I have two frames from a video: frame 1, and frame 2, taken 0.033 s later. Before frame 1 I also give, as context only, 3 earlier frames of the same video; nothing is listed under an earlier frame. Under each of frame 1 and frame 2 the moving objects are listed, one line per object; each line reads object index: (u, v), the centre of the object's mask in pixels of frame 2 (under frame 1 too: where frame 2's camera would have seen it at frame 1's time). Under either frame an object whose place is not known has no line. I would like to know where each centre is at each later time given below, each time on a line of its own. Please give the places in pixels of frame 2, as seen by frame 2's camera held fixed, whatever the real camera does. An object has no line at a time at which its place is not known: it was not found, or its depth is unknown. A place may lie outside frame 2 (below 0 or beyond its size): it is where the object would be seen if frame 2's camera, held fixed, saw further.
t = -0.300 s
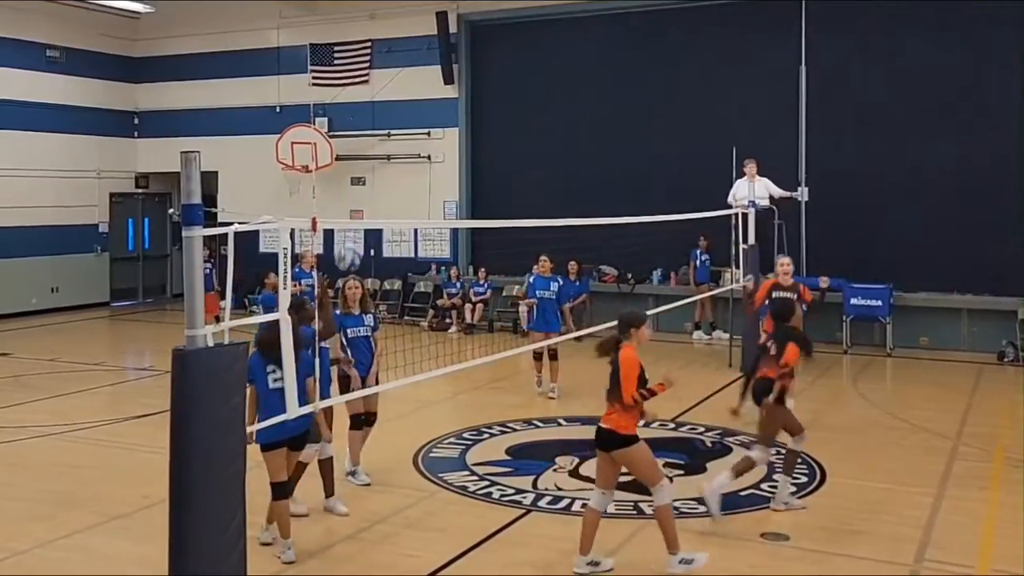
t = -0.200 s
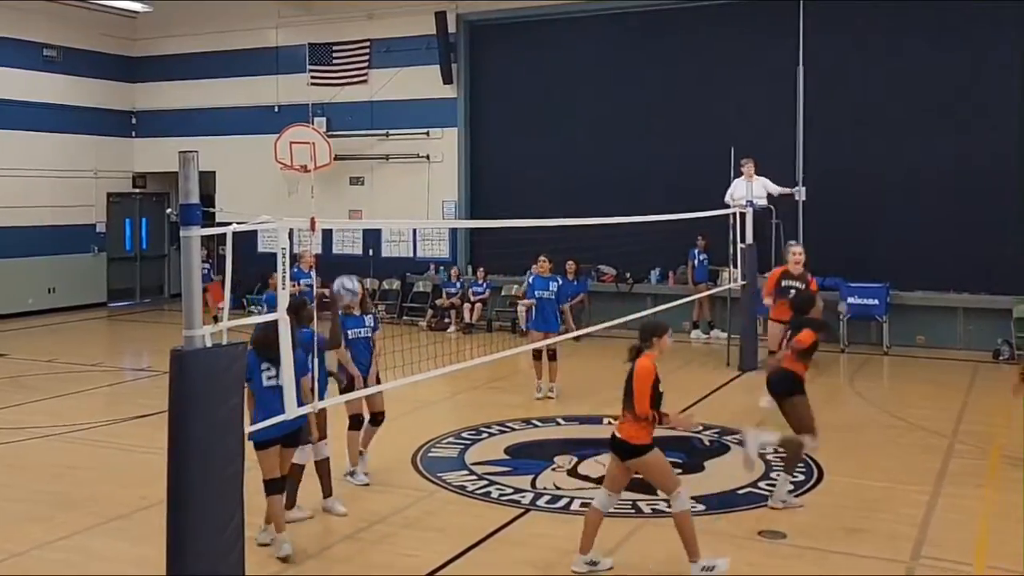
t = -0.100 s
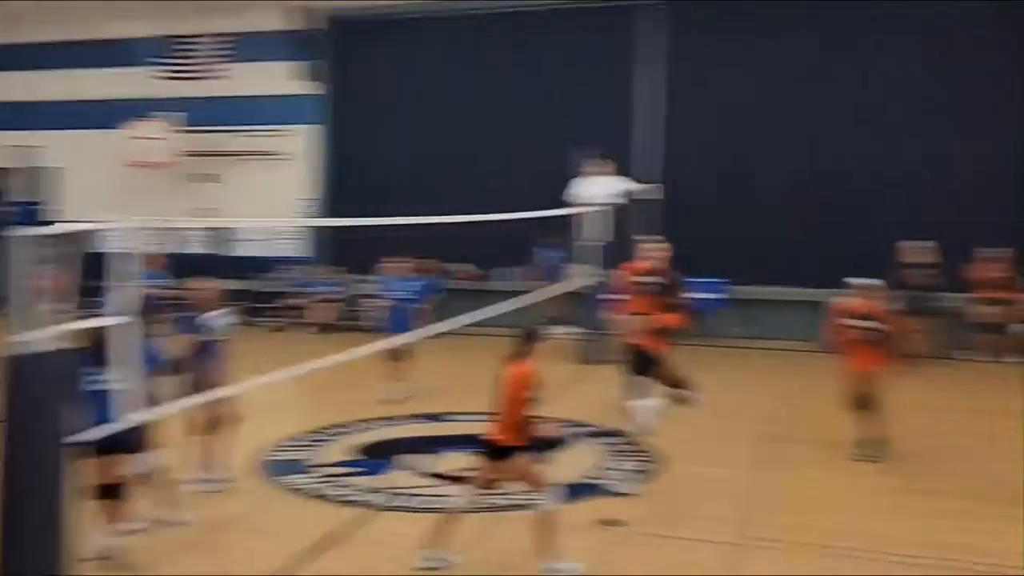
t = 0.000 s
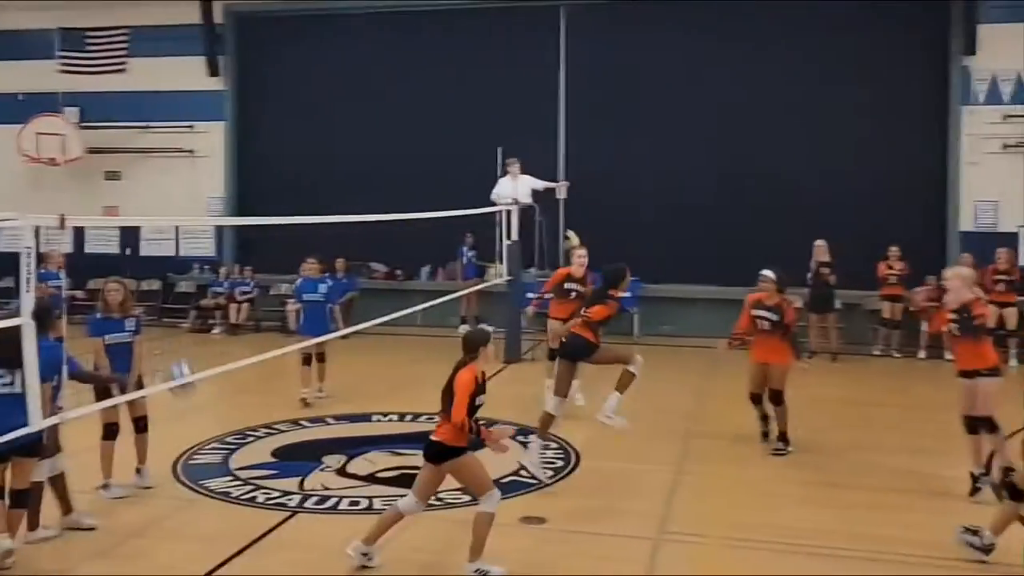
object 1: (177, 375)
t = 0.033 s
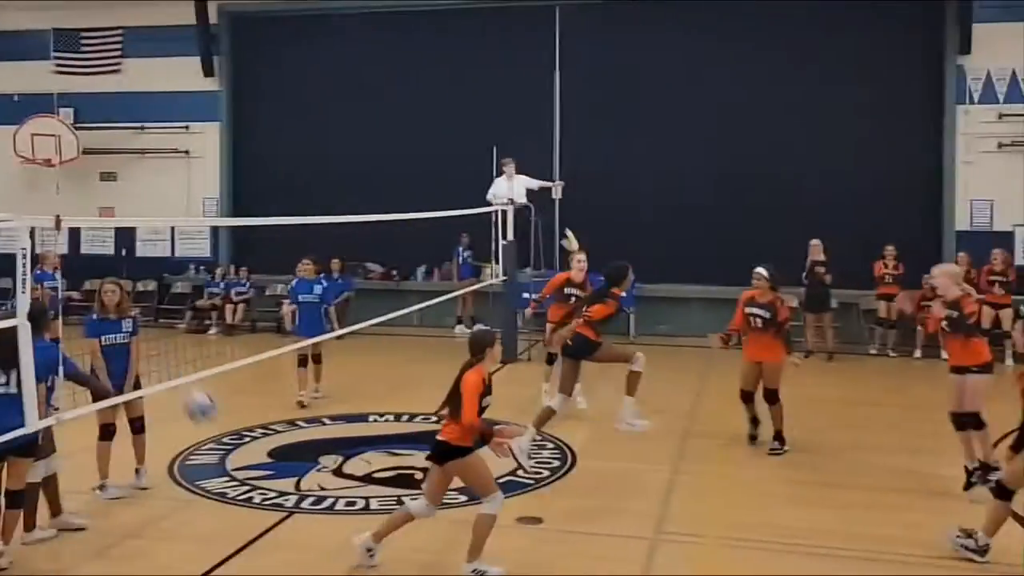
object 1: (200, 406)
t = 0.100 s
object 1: (240, 464)
